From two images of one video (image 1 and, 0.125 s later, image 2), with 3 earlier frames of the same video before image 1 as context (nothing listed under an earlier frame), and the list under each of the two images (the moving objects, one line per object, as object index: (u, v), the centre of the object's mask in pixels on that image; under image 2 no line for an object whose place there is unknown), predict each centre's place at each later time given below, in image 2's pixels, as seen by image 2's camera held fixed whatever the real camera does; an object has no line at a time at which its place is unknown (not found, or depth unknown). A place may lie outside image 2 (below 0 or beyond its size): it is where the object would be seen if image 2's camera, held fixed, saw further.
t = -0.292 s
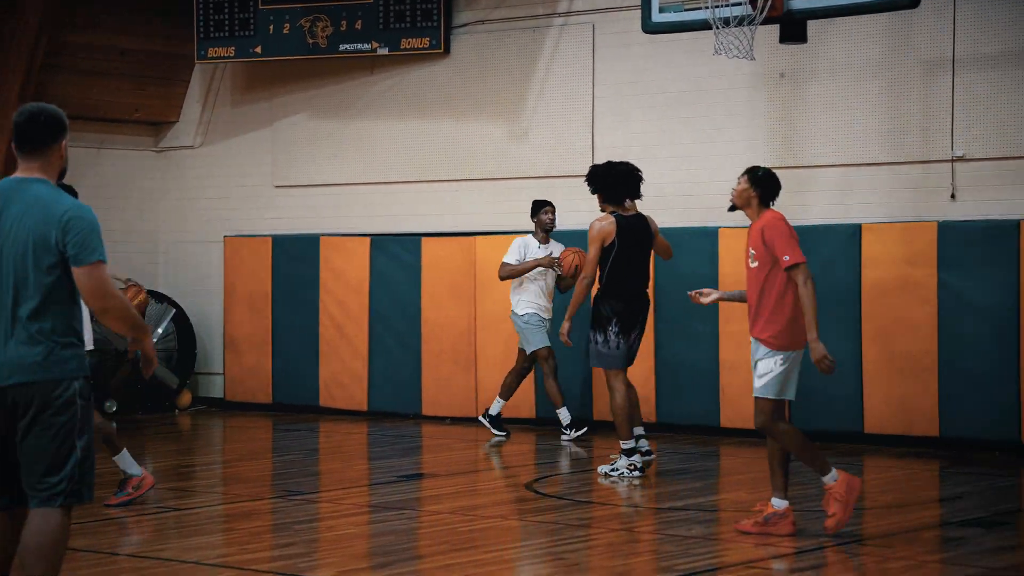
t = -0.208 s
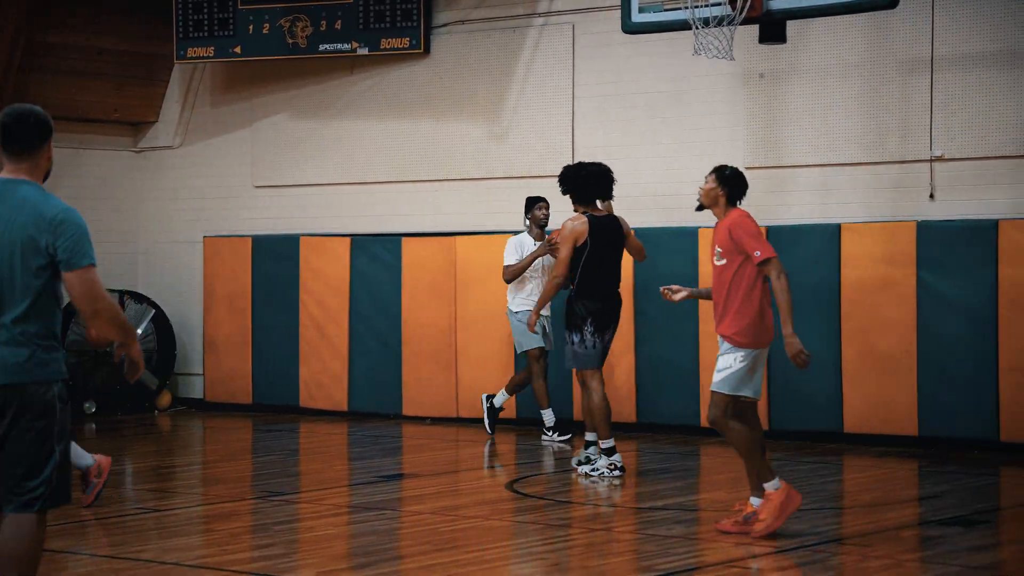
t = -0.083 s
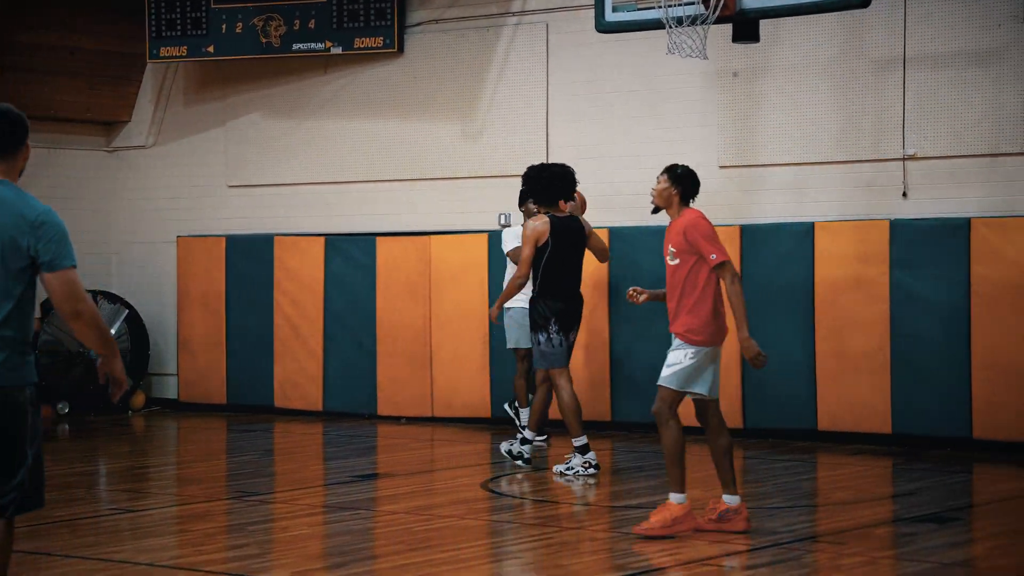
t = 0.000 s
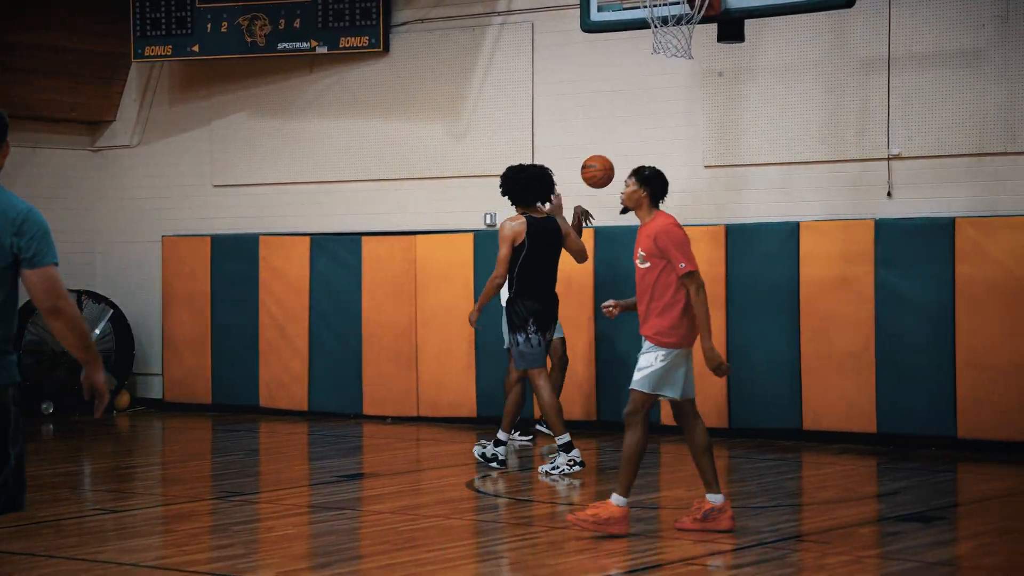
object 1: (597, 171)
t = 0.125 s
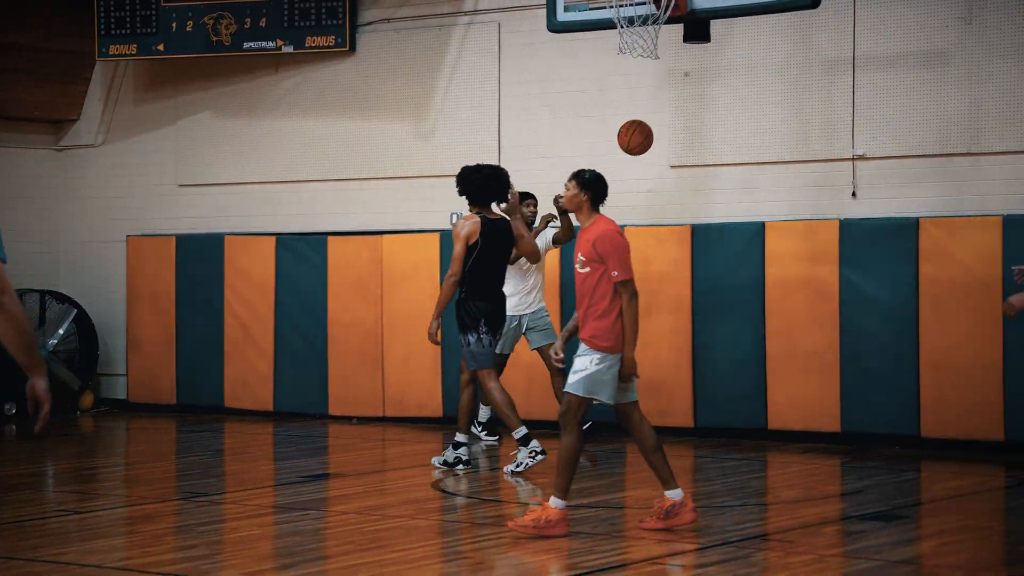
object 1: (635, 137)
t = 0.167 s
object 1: (661, 131)
